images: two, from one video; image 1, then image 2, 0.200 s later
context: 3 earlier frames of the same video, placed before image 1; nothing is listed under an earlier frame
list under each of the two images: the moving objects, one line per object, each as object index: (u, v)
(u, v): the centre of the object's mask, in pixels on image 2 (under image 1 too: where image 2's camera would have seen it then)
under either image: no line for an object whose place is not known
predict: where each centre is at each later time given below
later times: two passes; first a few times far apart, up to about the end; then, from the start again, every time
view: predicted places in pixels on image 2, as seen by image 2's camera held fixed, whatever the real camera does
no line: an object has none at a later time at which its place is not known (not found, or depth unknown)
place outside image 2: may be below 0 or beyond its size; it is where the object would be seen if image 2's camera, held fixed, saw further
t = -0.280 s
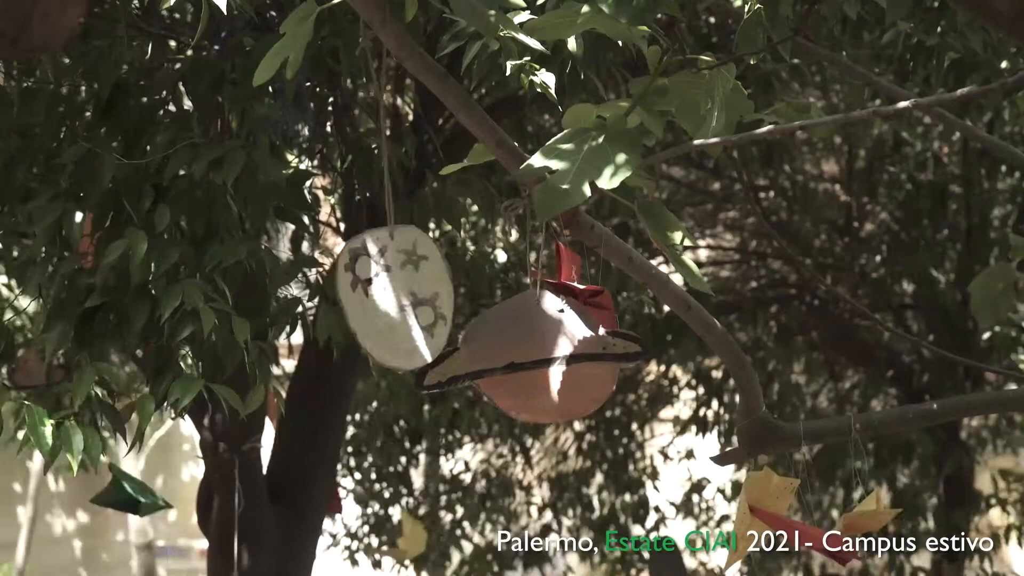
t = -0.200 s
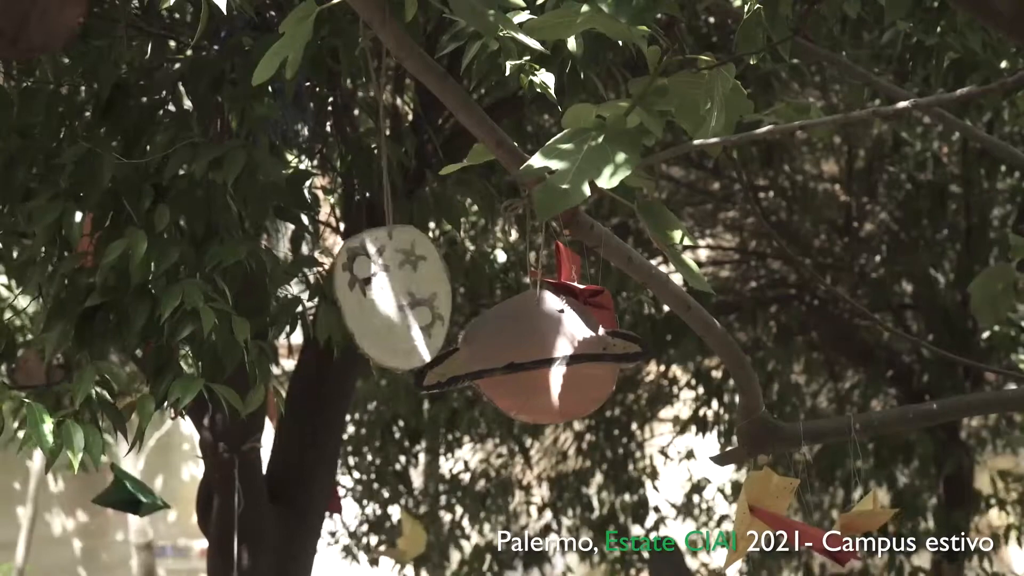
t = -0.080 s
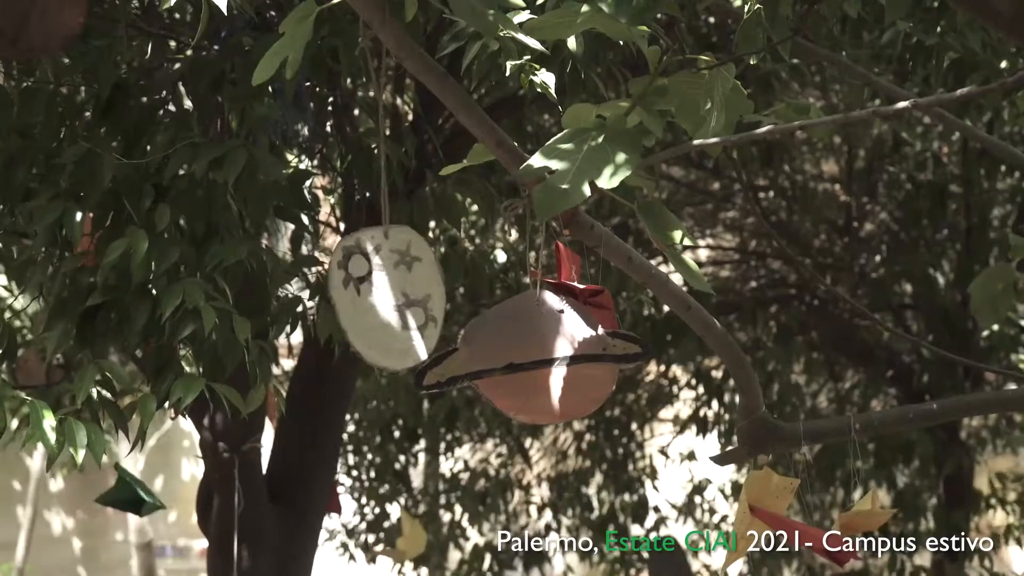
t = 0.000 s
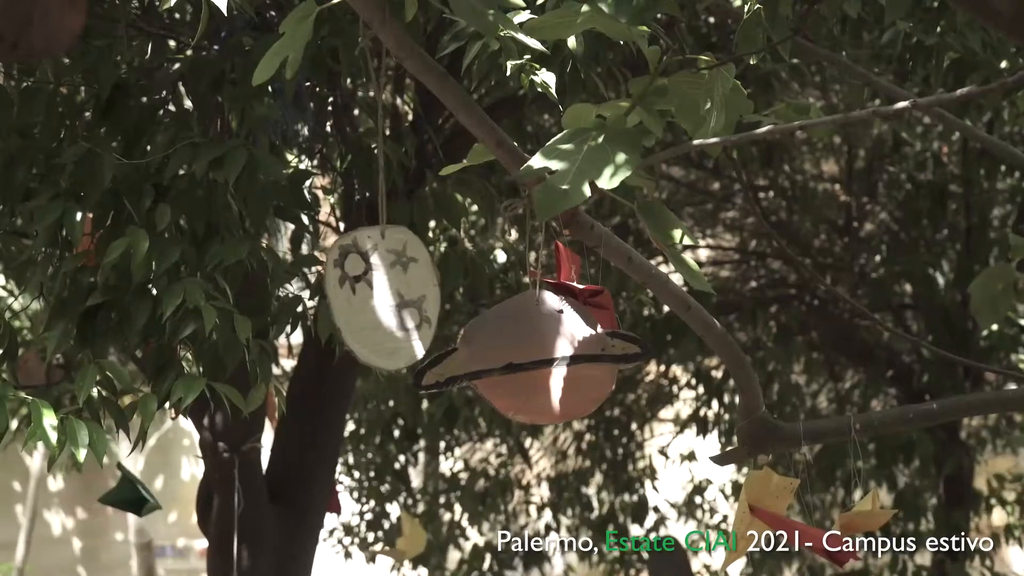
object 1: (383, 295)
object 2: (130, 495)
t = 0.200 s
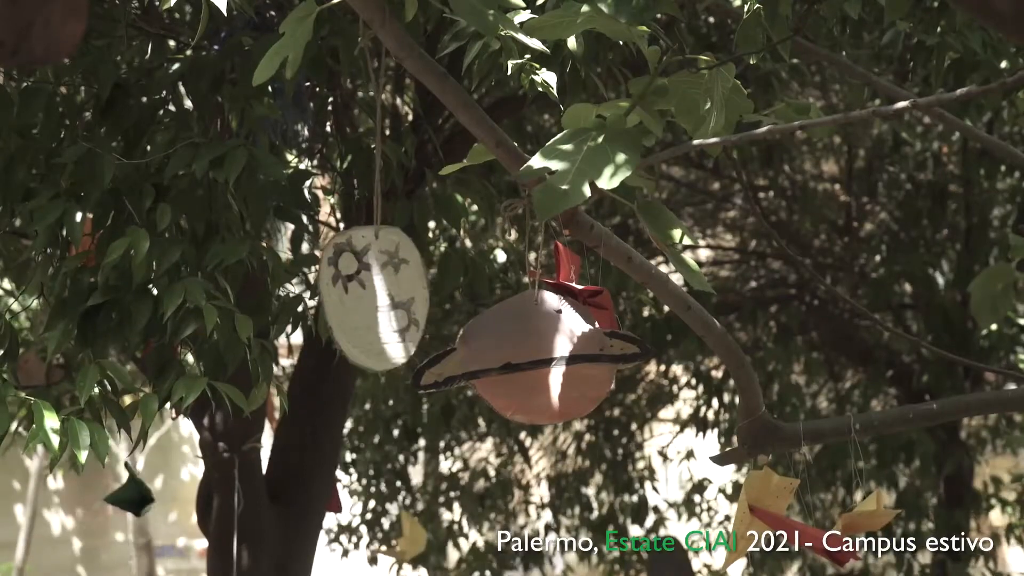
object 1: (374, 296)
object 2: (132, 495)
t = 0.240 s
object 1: (374, 296)
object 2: (133, 494)
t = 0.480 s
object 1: (378, 297)
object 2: (141, 494)
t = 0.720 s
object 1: (388, 298)
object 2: (147, 494)
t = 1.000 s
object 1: (384, 297)
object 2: (149, 494)
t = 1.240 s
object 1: (379, 296)
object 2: (147, 493)
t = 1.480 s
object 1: (386, 295)
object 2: (145, 493)
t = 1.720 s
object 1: (399, 294)
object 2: (142, 494)
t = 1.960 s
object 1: (396, 294)
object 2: (141, 493)
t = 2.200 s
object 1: (380, 293)
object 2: (148, 493)
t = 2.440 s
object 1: (375, 293)
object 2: (156, 494)
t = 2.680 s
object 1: (390, 295)
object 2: (154, 494)
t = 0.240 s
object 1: (374, 296)
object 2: (133, 494)
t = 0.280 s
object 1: (373, 296)
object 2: (134, 494)
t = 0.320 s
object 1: (373, 296)
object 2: (135, 494)
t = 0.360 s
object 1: (374, 297)
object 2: (136, 494)
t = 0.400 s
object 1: (375, 297)
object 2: (138, 495)
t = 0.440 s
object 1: (376, 297)
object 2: (140, 495)
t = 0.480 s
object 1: (378, 297)
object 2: (141, 494)
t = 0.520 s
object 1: (380, 298)
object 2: (143, 494)
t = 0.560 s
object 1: (382, 298)
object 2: (144, 494)
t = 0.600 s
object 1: (384, 298)
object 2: (145, 494)
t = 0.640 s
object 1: (385, 298)
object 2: (146, 494)
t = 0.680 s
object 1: (387, 298)
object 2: (146, 494)
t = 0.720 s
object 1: (388, 298)
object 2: (147, 494)
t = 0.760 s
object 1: (389, 298)
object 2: (147, 494)
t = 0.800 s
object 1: (389, 298)
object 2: (147, 494)
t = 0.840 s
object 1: (389, 297)
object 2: (148, 494)
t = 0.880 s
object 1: (388, 297)
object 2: (147, 494)
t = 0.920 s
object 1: (387, 297)
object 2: (148, 494)
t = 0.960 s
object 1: (386, 297)
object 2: (148, 494)
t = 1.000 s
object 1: (384, 297)
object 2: (149, 494)
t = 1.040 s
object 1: (383, 297)
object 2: (149, 493)
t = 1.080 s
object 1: (382, 297)
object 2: (148, 493)
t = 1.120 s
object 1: (380, 296)
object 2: (148, 493)
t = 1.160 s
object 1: (379, 296)
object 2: (148, 493)
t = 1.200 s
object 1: (379, 296)
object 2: (148, 493)
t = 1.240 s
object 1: (379, 296)
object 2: (147, 493)
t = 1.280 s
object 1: (379, 295)
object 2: (147, 493)
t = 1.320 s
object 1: (379, 295)
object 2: (147, 493)
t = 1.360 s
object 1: (381, 295)
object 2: (147, 493)
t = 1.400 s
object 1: (382, 295)
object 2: (146, 493)
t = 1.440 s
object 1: (384, 295)
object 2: (146, 493)
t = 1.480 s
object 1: (386, 295)
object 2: (145, 493)
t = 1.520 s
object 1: (389, 295)
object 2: (145, 493)
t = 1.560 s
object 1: (391, 294)
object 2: (144, 493)
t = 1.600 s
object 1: (394, 294)
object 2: (144, 494)
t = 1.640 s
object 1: (396, 294)
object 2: (143, 494)
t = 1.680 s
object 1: (397, 294)
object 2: (143, 494)
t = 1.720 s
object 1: (399, 294)
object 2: (142, 494)
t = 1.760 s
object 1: (400, 294)
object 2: (142, 494)
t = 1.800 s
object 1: (400, 294)
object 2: (141, 494)
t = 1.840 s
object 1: (400, 294)
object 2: (141, 494)
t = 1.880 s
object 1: (399, 294)
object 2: (141, 494)
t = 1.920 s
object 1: (398, 294)
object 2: (141, 494)
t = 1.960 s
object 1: (396, 294)
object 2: (141, 493)
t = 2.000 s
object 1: (394, 293)
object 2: (142, 493)
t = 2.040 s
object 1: (392, 293)
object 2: (143, 493)
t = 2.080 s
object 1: (389, 293)
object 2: (144, 493)
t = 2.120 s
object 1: (386, 293)
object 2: (145, 493)
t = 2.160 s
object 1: (383, 293)
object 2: (147, 493)
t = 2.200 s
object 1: (380, 293)
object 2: (148, 493)
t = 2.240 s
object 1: (378, 293)
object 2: (149, 493)
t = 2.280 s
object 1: (376, 293)
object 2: (151, 494)
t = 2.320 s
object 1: (375, 293)
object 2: (153, 494)
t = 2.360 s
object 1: (374, 293)
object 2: (154, 494)
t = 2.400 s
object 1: (374, 293)
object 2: (156, 494)
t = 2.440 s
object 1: (375, 293)
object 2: (156, 494)
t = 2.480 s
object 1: (376, 294)
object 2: (157, 494)
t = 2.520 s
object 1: (378, 294)
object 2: (157, 494)
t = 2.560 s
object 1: (381, 295)
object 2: (157, 494)
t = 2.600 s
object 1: (384, 295)
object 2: (157, 494)
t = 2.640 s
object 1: (387, 295)
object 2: (155, 494)
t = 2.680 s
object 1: (390, 295)
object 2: (154, 494)
